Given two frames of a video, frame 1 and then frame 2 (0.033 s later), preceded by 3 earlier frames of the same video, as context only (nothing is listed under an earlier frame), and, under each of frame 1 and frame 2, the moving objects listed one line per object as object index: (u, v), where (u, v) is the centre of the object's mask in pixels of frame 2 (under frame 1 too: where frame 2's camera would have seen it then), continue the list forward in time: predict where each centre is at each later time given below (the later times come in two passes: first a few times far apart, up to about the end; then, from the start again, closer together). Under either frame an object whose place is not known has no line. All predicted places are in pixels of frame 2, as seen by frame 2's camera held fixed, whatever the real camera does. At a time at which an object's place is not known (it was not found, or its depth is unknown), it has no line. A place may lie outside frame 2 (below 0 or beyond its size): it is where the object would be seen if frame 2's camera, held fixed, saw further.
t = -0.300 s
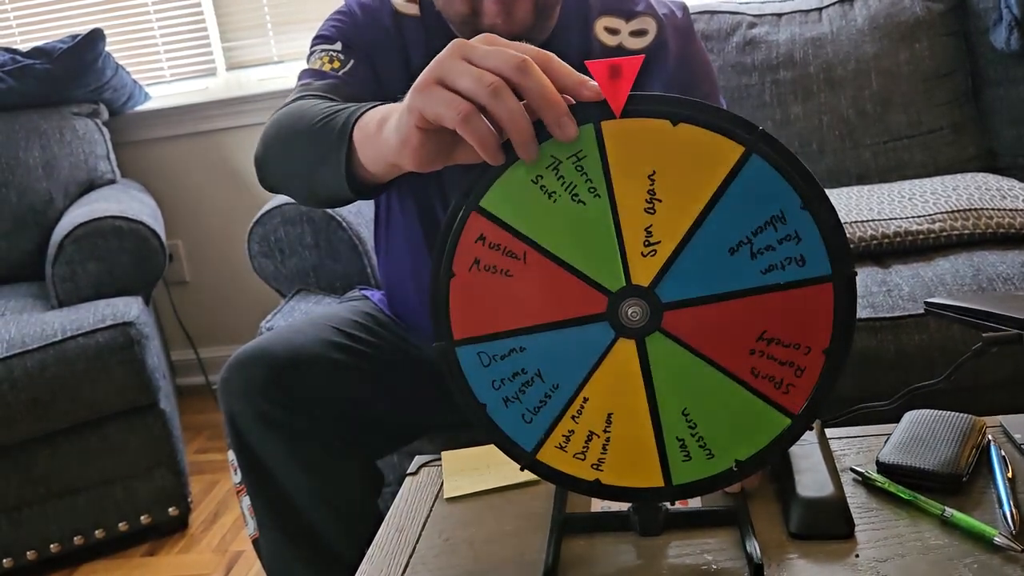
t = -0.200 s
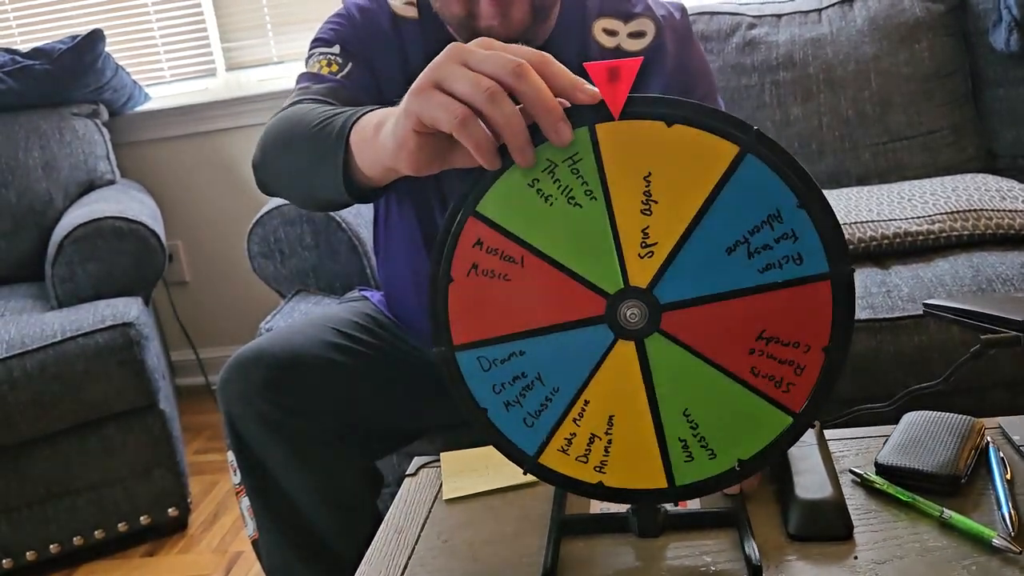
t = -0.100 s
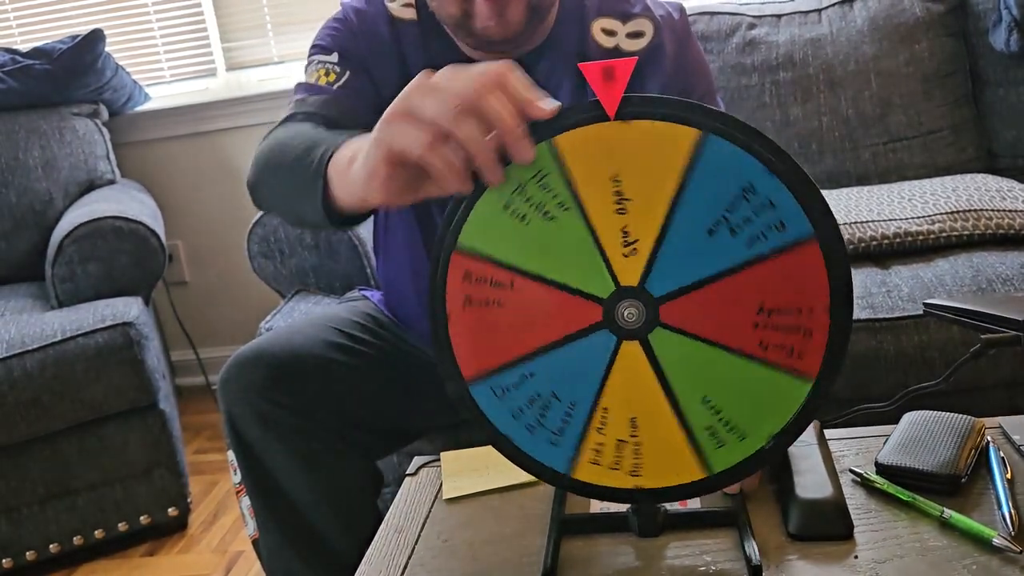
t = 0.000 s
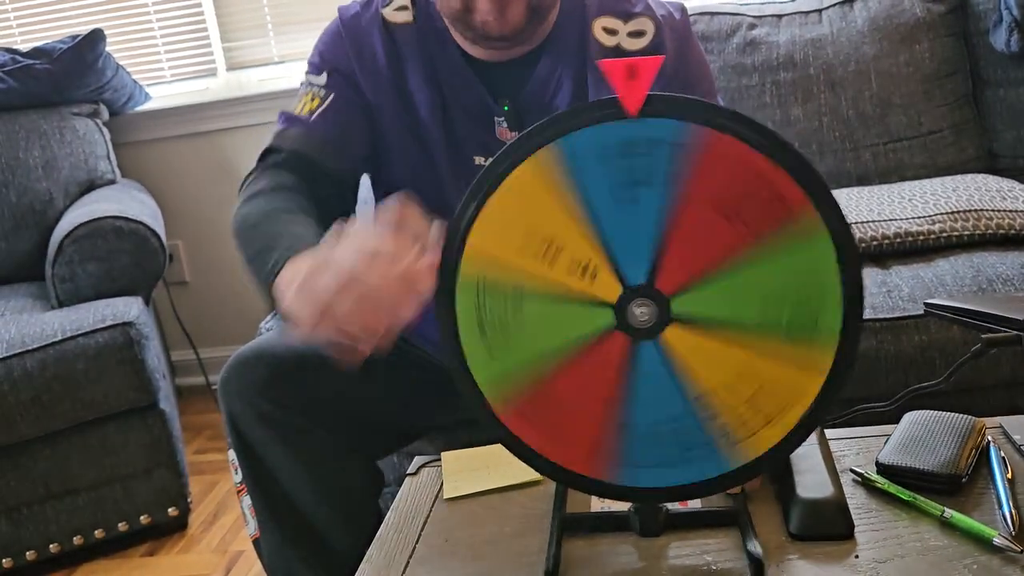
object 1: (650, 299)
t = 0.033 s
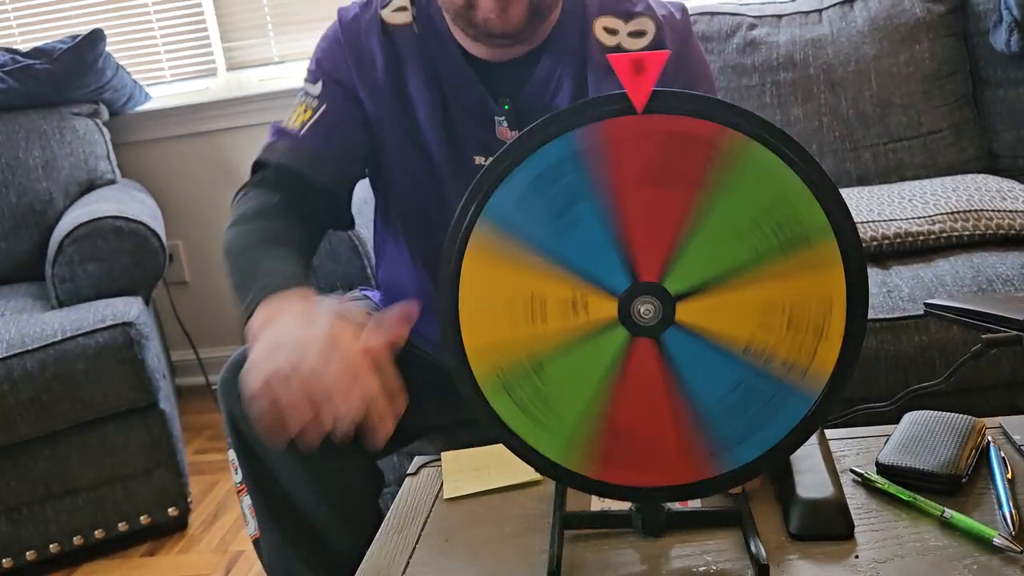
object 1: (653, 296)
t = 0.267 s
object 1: (640, 302)
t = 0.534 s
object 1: (636, 302)
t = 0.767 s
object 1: (636, 302)
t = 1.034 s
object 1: (637, 303)
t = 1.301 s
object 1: (636, 302)
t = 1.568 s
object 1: (637, 303)
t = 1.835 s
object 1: (637, 302)
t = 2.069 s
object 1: (638, 303)
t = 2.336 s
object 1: (642, 300)
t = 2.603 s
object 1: (641, 302)
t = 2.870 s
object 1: (636, 303)
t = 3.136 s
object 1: (635, 303)
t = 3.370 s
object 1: (635, 303)
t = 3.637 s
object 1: (636, 303)
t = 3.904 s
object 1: (635, 303)
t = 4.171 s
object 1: (634, 303)
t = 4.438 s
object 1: (633, 303)
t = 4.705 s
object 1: (638, 305)
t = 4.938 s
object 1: (637, 306)
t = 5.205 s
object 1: (638, 305)
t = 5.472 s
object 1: (636, 304)
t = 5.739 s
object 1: (636, 304)
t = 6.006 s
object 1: (636, 304)
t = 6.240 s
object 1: (636, 304)
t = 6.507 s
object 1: (637, 305)
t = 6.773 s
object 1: (636, 304)
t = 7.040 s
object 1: (636, 303)
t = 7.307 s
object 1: (634, 302)
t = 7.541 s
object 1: (634, 302)
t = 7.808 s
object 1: (634, 303)
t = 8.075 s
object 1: (634, 303)
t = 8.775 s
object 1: (636, 303)
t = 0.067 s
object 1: (650, 298)
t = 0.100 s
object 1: (642, 301)
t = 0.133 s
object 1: (634, 302)
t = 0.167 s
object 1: (633, 303)
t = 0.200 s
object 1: (638, 303)
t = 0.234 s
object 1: (641, 302)
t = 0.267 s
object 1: (640, 302)
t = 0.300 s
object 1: (639, 302)
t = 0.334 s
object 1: (639, 302)
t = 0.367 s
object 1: (638, 302)
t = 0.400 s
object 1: (637, 302)
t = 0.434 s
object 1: (636, 302)
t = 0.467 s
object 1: (636, 302)
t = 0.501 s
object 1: (635, 302)
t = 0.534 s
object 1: (636, 302)
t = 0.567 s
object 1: (636, 303)
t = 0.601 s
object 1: (636, 303)
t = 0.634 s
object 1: (637, 302)
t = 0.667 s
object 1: (637, 302)
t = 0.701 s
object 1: (637, 302)
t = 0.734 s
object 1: (636, 302)
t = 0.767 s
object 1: (636, 302)
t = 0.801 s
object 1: (636, 302)
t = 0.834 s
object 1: (637, 302)
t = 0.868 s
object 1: (636, 302)
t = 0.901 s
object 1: (637, 302)
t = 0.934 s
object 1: (637, 302)
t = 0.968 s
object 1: (637, 303)
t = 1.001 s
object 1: (637, 303)
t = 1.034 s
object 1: (637, 303)
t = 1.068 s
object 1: (637, 303)
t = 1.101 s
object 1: (637, 303)
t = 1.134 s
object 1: (637, 303)
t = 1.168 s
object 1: (637, 302)
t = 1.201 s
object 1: (637, 302)
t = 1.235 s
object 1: (637, 302)
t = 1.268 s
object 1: (636, 302)
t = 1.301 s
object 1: (636, 302)
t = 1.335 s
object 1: (636, 302)
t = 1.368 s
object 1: (636, 303)
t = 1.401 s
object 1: (636, 303)
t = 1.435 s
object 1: (636, 303)
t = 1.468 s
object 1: (636, 303)
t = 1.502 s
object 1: (637, 303)
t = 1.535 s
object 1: (636, 303)
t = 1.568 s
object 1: (637, 303)
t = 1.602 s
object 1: (637, 303)
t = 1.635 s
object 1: (638, 302)
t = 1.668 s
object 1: (638, 302)
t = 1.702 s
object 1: (638, 302)
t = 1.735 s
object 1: (637, 302)
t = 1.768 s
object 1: (637, 302)
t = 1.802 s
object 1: (637, 302)
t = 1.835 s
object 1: (637, 302)
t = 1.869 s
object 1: (636, 302)
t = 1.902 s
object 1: (637, 302)
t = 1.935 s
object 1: (637, 302)
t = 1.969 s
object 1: (637, 303)
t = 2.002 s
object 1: (637, 302)
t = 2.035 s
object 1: (638, 302)
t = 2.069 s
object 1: (638, 303)
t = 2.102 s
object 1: (639, 302)
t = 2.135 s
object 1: (640, 302)
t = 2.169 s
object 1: (641, 301)
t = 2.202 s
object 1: (642, 301)
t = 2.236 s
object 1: (643, 301)
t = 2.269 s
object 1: (643, 301)
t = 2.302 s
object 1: (643, 300)
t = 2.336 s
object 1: (642, 300)
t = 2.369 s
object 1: (643, 300)
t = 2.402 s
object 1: (642, 300)
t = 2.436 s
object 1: (642, 301)
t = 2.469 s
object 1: (641, 301)
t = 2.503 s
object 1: (641, 301)
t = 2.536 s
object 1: (641, 301)
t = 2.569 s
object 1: (642, 302)
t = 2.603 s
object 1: (641, 302)
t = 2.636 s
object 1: (640, 303)
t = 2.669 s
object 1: (640, 302)
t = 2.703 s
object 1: (639, 303)
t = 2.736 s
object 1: (638, 303)
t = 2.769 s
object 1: (638, 303)
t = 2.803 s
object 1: (637, 303)
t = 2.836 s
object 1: (636, 303)
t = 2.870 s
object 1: (636, 303)
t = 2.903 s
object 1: (635, 303)
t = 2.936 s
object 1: (635, 303)
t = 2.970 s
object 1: (636, 303)
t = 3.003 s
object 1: (635, 303)
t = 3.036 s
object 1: (636, 303)
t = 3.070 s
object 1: (637, 302)
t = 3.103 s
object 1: (636, 302)
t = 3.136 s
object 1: (635, 303)
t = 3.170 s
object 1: (635, 303)
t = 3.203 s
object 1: (635, 302)
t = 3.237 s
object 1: (635, 303)
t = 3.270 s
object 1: (635, 303)
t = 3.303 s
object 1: (635, 303)
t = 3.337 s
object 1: (635, 303)
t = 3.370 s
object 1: (635, 303)
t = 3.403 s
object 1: (635, 303)
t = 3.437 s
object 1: (636, 303)
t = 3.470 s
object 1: (636, 302)
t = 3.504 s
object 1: (636, 303)
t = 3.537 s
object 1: (636, 303)
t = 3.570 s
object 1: (634, 303)
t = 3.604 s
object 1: (635, 303)
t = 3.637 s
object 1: (636, 303)
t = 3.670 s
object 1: (636, 303)
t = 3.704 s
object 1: (636, 303)
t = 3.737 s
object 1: (635, 303)
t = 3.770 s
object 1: (635, 303)
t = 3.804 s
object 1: (635, 303)
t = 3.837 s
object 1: (635, 303)
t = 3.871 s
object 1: (635, 303)
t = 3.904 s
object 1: (635, 303)
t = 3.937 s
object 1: (634, 303)
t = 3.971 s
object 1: (635, 303)
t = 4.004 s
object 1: (635, 303)
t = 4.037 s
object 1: (635, 303)
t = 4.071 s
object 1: (635, 303)
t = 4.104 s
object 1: (635, 303)
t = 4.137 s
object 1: (634, 303)
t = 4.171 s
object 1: (634, 303)
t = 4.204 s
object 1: (635, 303)
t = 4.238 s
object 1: (635, 303)
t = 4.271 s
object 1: (636, 303)
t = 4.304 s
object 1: (636, 303)
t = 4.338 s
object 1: (635, 303)
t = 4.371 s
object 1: (634, 304)
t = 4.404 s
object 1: (633, 303)
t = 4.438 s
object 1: (633, 303)
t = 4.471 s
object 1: (634, 303)
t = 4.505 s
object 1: (635, 303)
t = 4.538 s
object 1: (637, 303)
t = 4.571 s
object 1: (638, 304)
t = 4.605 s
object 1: (636, 304)
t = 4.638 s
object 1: (637, 305)
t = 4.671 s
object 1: (637, 305)
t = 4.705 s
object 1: (638, 305)
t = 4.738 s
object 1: (638, 305)
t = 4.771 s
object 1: (637, 305)
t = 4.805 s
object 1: (637, 306)
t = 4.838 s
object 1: (637, 306)
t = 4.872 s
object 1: (637, 306)
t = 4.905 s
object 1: (637, 306)
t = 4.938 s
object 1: (637, 306)
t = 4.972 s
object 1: (637, 306)
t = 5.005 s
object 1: (637, 306)
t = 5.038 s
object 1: (637, 305)
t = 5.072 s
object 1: (638, 305)
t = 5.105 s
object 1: (638, 305)
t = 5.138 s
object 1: (638, 305)
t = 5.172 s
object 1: (638, 305)
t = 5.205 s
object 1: (638, 305)
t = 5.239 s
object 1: (638, 306)
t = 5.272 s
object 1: (638, 306)
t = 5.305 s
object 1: (636, 304)
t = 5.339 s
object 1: (637, 306)
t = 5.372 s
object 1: (636, 304)
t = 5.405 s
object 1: (637, 305)
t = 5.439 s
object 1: (636, 304)
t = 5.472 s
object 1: (636, 304)
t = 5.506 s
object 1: (636, 304)
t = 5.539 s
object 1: (636, 304)
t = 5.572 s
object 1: (636, 304)
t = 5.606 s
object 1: (636, 304)
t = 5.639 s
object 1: (636, 304)
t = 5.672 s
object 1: (636, 304)
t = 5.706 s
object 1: (636, 304)
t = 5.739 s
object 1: (636, 304)
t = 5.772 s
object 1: (636, 304)
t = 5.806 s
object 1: (636, 304)
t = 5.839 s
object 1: (636, 304)
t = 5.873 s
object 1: (636, 304)
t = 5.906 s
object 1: (636, 304)
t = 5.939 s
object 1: (636, 304)
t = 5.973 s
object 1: (636, 304)
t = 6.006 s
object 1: (636, 304)
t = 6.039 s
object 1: (636, 304)
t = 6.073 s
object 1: (636, 303)
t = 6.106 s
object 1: (635, 303)
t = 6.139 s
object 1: (636, 303)
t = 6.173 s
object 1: (636, 303)
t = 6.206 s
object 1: (635, 304)
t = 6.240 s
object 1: (636, 304)
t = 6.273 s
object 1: (636, 304)
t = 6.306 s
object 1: (636, 305)
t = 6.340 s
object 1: (637, 305)
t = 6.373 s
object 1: (637, 305)
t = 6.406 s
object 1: (637, 305)
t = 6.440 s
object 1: (637, 305)
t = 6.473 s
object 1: (637, 305)
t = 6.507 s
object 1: (637, 305)
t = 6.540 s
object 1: (637, 304)
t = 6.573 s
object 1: (637, 304)
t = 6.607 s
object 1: (636, 304)
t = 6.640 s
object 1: (636, 304)
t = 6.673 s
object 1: (636, 303)
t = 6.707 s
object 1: (636, 304)
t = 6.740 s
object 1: (636, 303)
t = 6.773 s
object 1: (636, 304)
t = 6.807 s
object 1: (636, 304)
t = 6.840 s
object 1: (636, 304)
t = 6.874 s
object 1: (636, 304)
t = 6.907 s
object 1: (636, 304)
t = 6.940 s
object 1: (636, 303)
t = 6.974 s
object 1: (636, 303)
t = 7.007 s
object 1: (637, 303)
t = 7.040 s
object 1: (636, 303)
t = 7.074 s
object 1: (636, 303)
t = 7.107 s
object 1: (636, 303)
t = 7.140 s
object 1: (635, 303)
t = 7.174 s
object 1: (635, 303)
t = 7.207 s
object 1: (635, 303)
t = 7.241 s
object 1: (635, 302)
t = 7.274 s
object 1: (634, 302)
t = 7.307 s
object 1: (634, 302)
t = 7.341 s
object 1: (634, 302)
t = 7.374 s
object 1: (634, 302)
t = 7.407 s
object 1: (634, 302)
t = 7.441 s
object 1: (634, 302)
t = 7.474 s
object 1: (634, 302)
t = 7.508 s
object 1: (634, 302)
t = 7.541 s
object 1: (634, 302)
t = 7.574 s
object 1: (634, 302)
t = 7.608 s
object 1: (634, 302)
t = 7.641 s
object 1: (634, 302)
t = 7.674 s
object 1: (634, 302)
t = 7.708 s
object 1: (634, 302)
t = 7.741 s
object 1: (634, 302)
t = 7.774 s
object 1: (634, 303)
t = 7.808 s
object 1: (634, 303)
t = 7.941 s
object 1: (635, 302)
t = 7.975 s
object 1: (634, 302)
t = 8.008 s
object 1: (636, 302)
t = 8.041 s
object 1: (634, 303)
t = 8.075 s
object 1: (634, 303)
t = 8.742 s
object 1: (636, 303)
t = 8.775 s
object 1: (636, 303)
